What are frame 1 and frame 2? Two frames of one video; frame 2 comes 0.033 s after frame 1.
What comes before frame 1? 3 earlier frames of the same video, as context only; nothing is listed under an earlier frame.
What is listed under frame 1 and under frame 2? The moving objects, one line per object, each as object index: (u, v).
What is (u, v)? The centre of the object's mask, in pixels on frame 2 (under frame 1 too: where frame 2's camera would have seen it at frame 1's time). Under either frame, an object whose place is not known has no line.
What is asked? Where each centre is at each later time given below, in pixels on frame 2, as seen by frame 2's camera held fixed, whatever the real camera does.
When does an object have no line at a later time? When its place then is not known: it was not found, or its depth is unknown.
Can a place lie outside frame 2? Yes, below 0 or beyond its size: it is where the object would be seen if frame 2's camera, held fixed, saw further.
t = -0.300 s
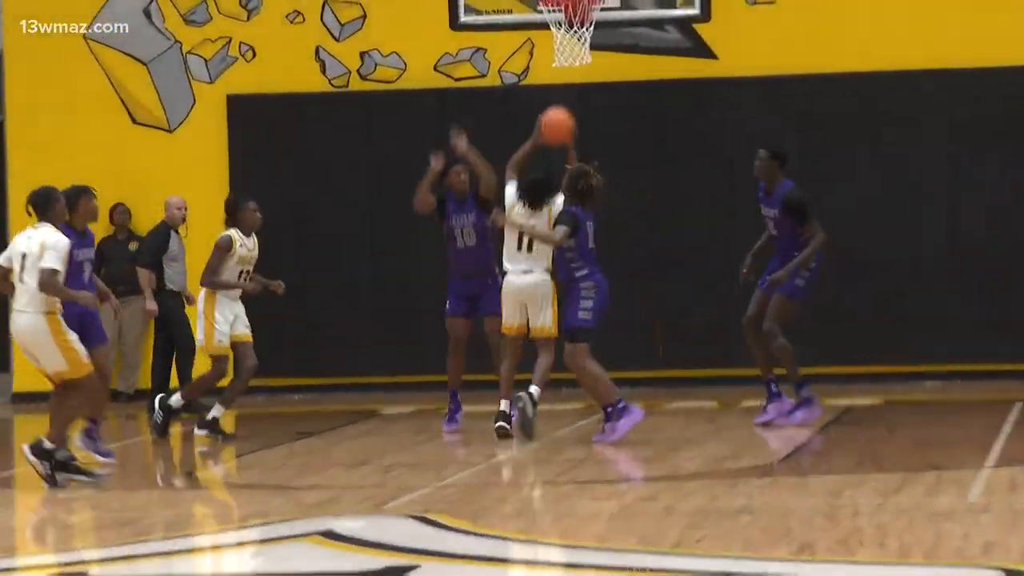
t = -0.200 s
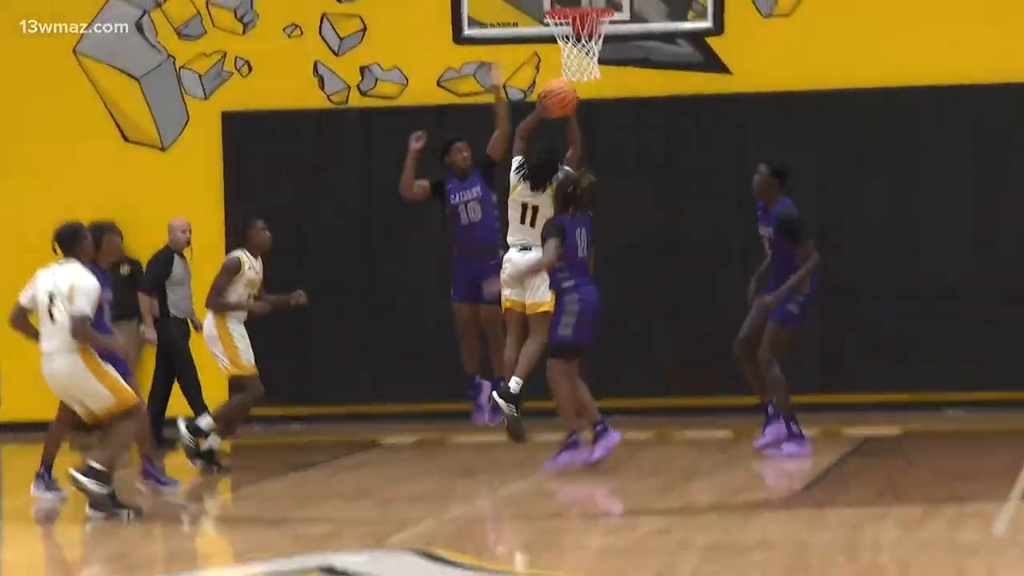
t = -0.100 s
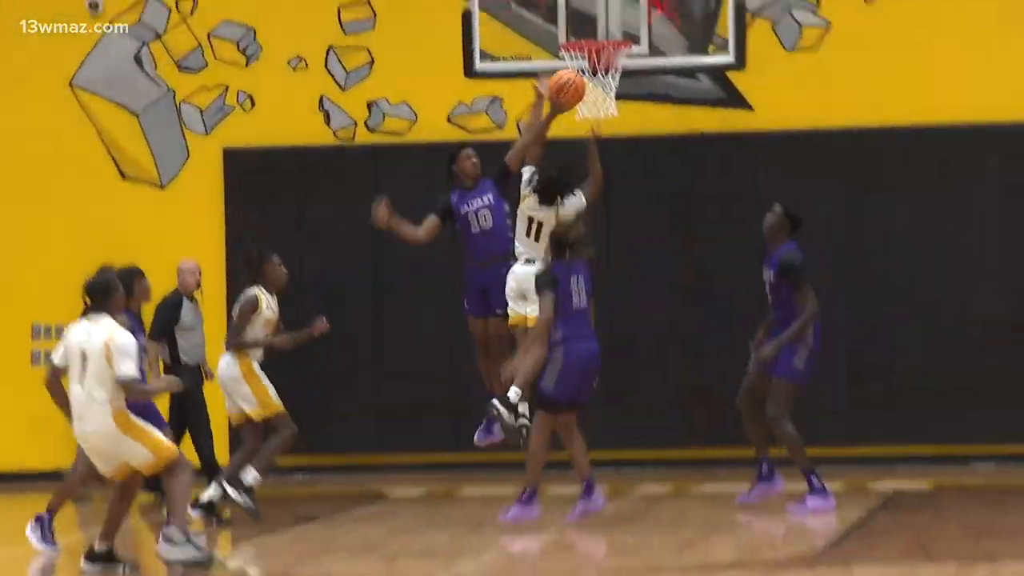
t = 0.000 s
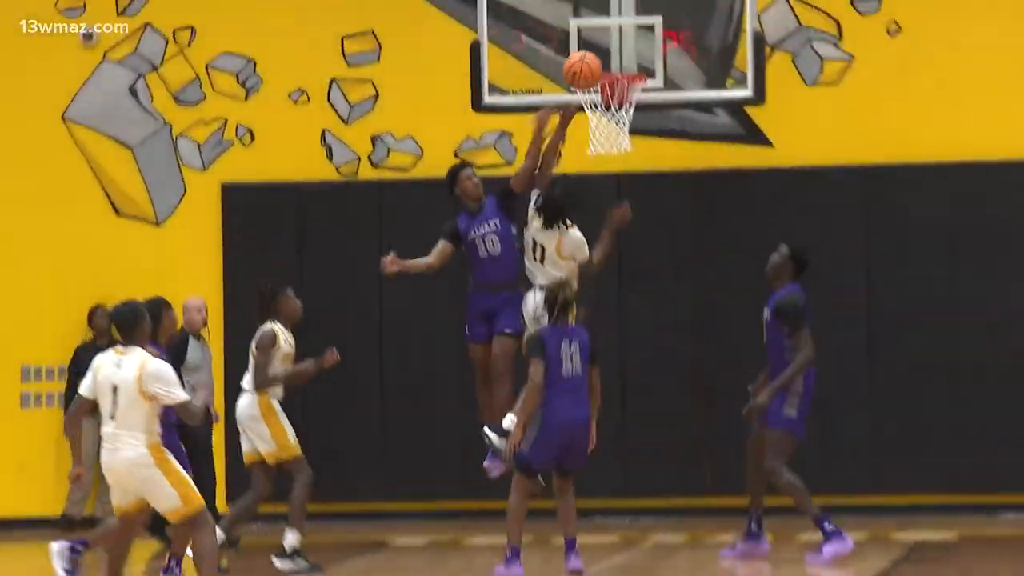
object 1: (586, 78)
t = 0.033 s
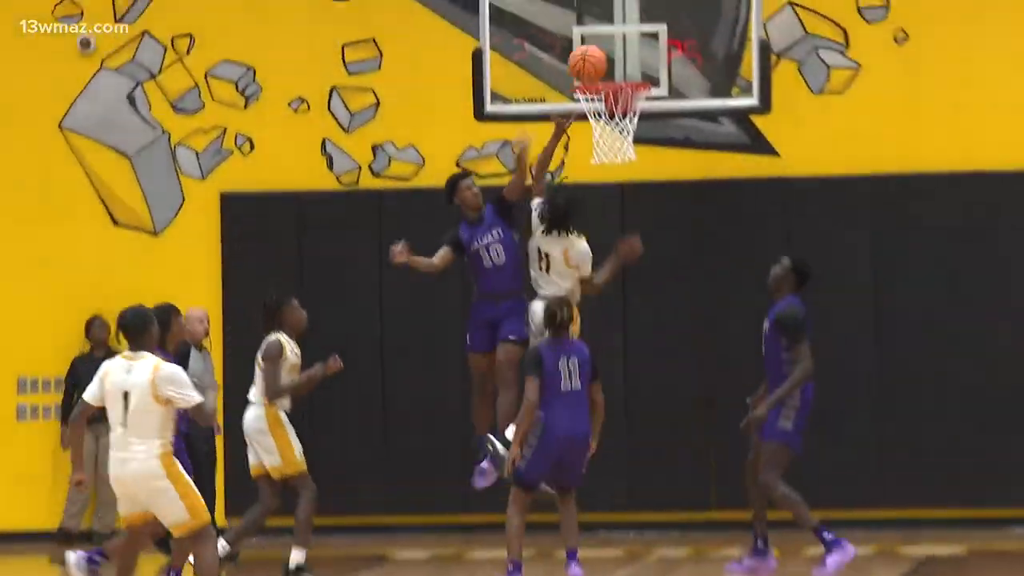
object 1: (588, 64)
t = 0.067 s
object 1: (589, 51)
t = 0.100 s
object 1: (590, 40)
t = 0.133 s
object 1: (591, 31)
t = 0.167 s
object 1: (593, 24)
